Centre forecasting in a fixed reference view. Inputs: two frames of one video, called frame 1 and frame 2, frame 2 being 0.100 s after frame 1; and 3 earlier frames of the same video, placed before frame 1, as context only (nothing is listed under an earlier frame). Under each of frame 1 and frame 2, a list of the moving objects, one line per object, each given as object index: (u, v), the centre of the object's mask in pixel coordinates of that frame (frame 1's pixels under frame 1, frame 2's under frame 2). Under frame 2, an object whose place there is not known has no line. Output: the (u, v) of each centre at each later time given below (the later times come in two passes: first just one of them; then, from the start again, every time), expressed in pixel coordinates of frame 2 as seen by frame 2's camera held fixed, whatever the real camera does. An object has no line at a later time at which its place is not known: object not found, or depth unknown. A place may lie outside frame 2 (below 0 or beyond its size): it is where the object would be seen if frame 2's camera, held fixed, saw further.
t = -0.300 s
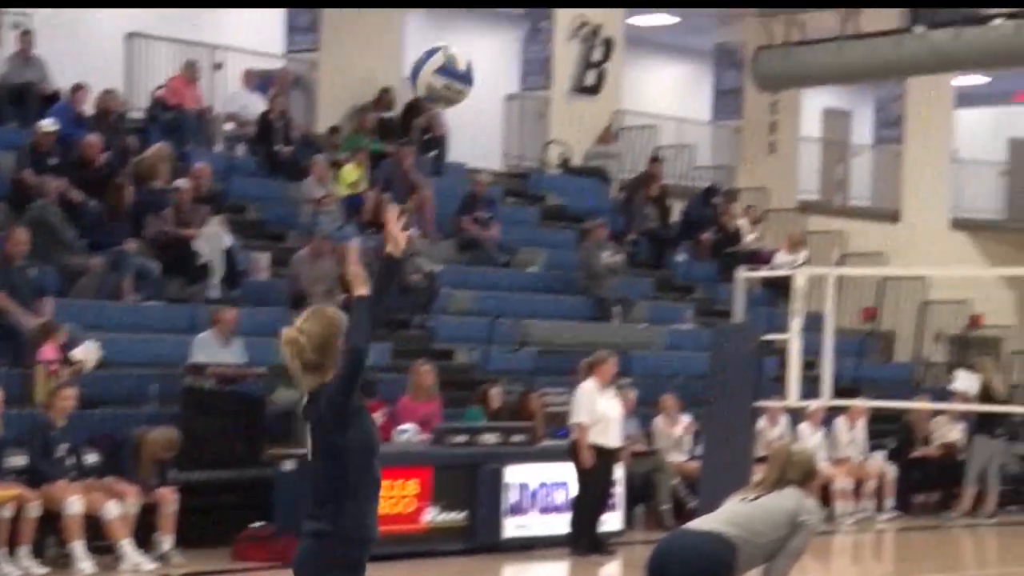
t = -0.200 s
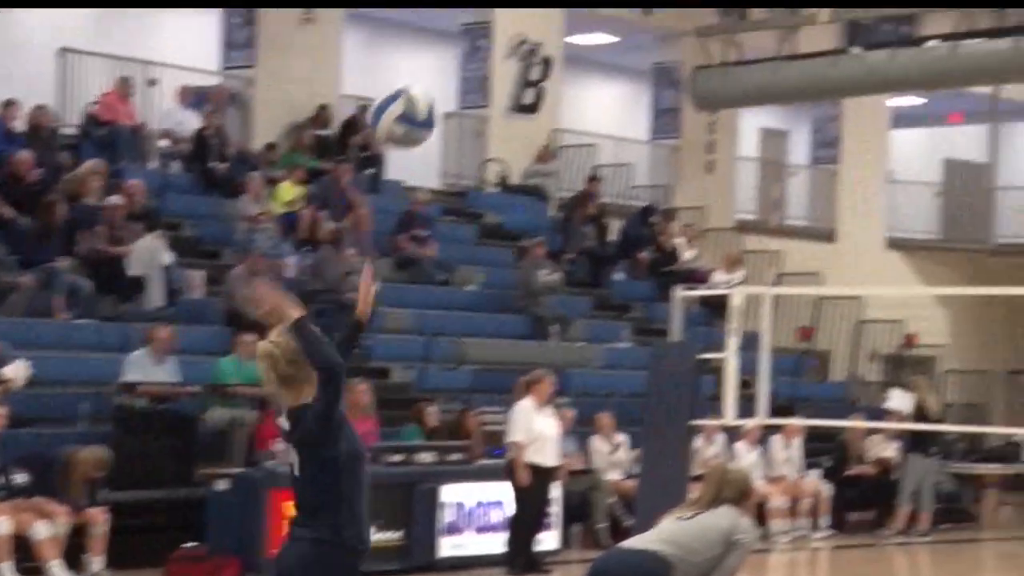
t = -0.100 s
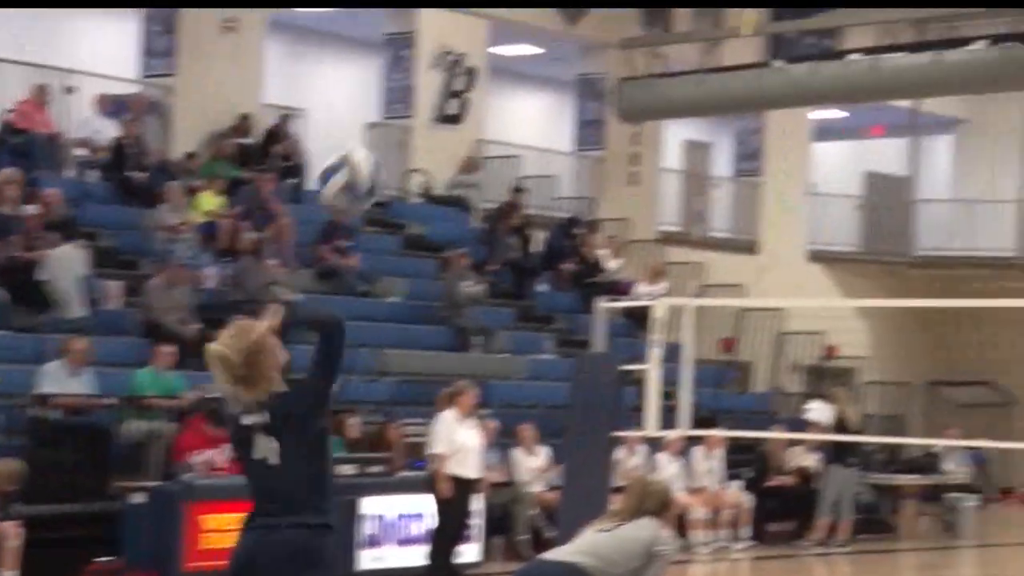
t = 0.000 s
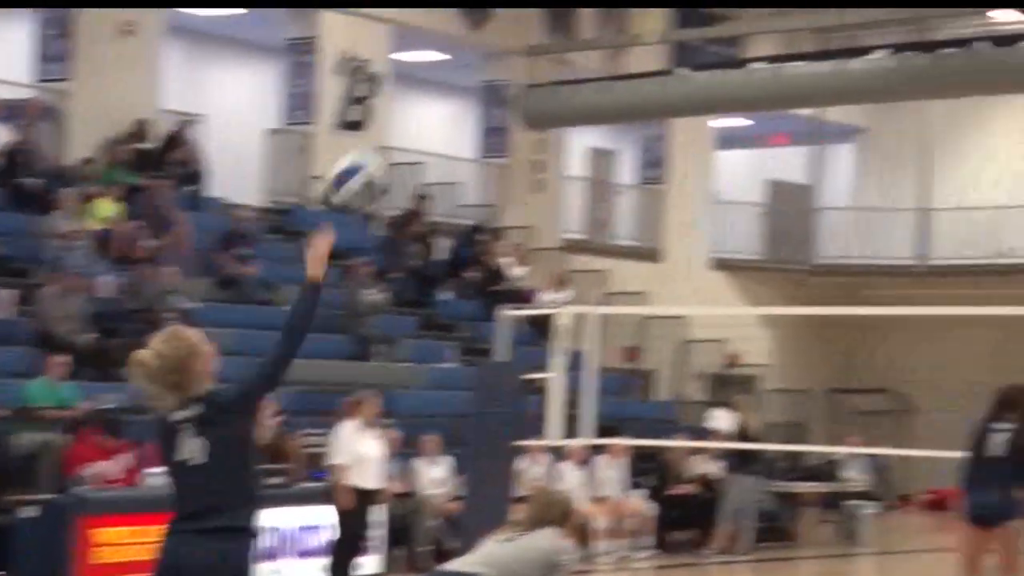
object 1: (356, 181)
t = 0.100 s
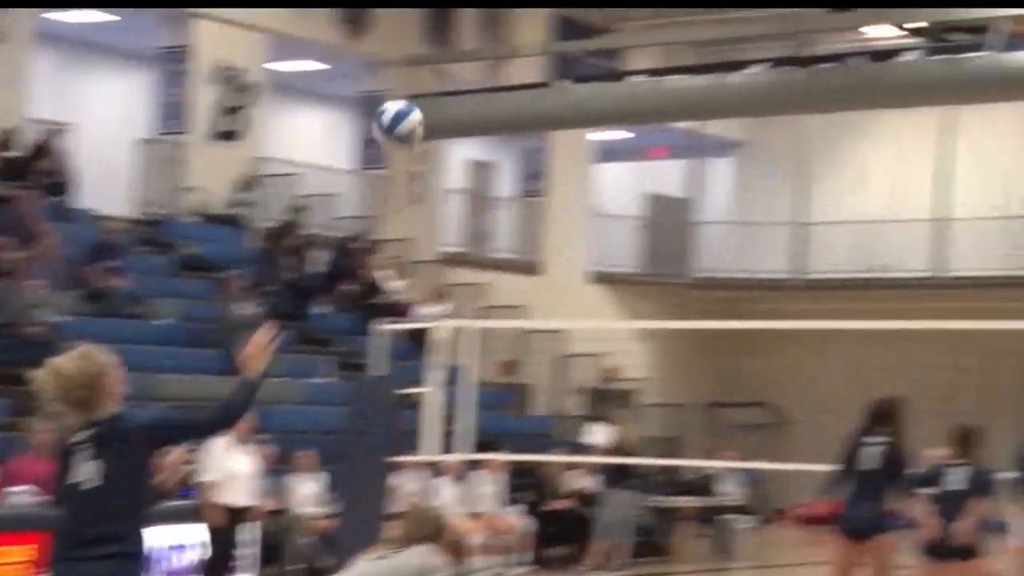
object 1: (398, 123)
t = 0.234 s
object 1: (565, 90)
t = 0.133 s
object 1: (445, 112)
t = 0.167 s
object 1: (488, 102)
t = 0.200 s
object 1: (527, 94)
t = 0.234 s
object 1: (565, 90)
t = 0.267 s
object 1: (599, 88)
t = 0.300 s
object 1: (632, 87)
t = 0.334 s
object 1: (663, 90)
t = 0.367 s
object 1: (691, 96)
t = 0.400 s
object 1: (719, 101)
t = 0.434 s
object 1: (745, 109)
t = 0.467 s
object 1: (764, 118)
